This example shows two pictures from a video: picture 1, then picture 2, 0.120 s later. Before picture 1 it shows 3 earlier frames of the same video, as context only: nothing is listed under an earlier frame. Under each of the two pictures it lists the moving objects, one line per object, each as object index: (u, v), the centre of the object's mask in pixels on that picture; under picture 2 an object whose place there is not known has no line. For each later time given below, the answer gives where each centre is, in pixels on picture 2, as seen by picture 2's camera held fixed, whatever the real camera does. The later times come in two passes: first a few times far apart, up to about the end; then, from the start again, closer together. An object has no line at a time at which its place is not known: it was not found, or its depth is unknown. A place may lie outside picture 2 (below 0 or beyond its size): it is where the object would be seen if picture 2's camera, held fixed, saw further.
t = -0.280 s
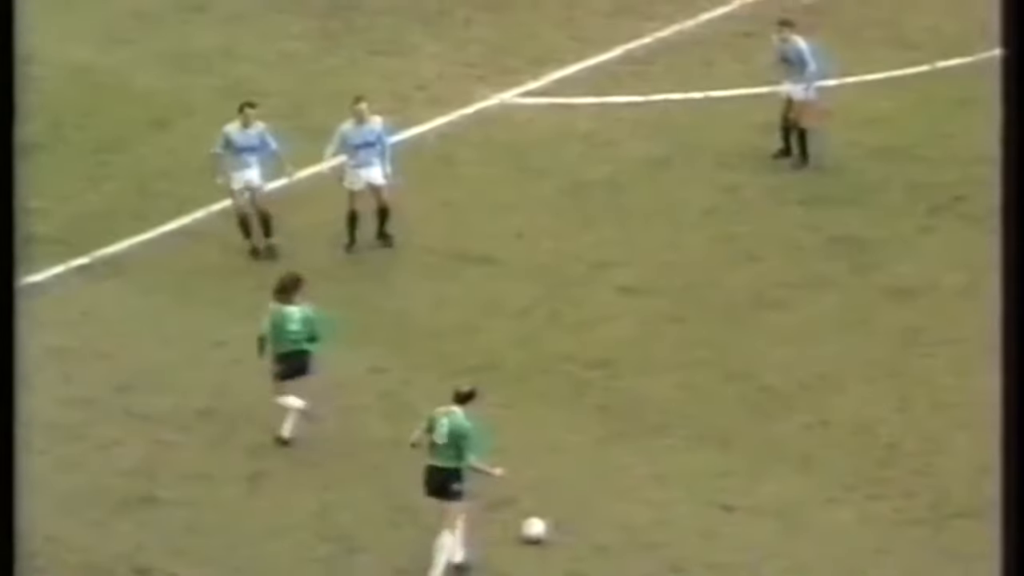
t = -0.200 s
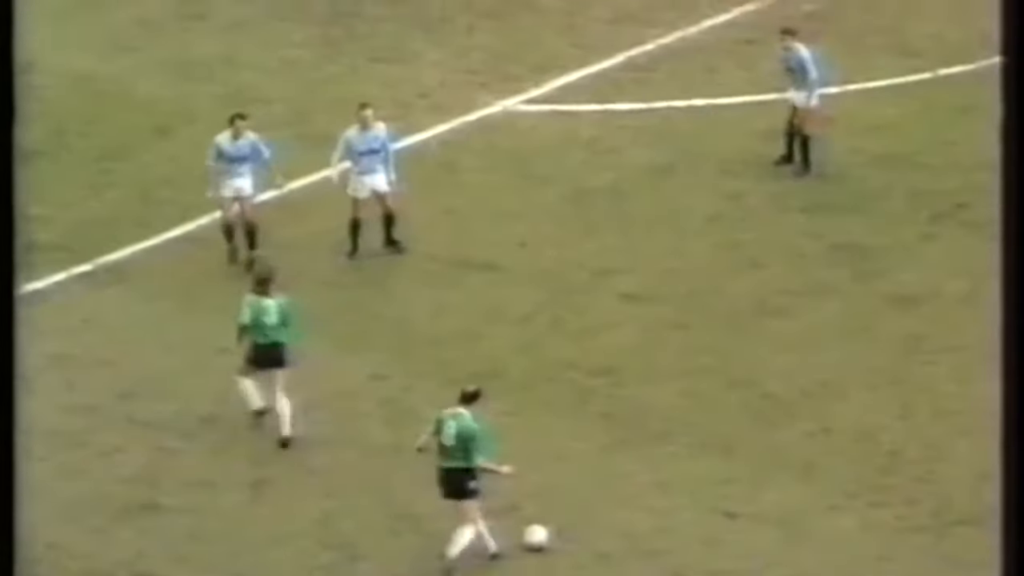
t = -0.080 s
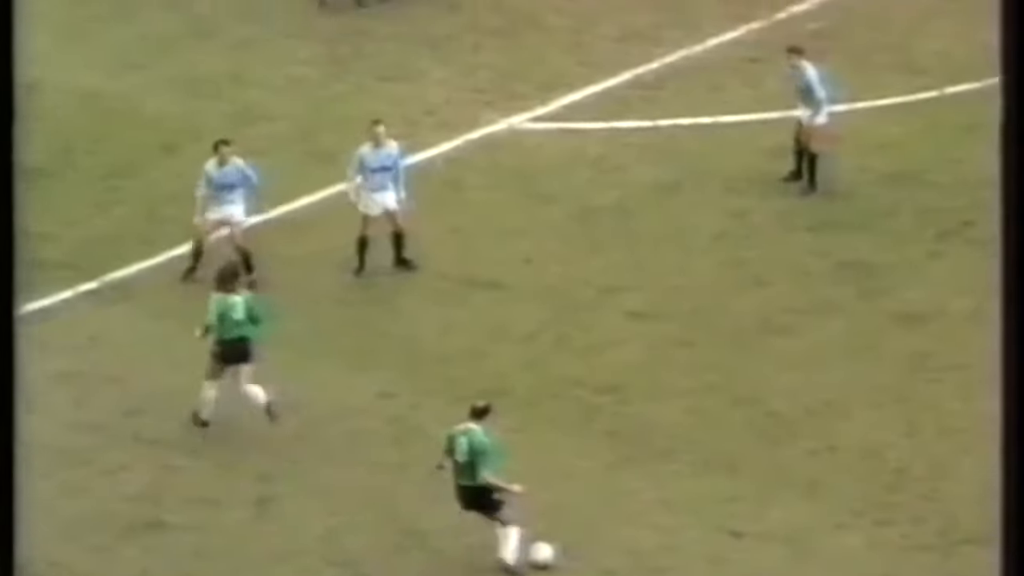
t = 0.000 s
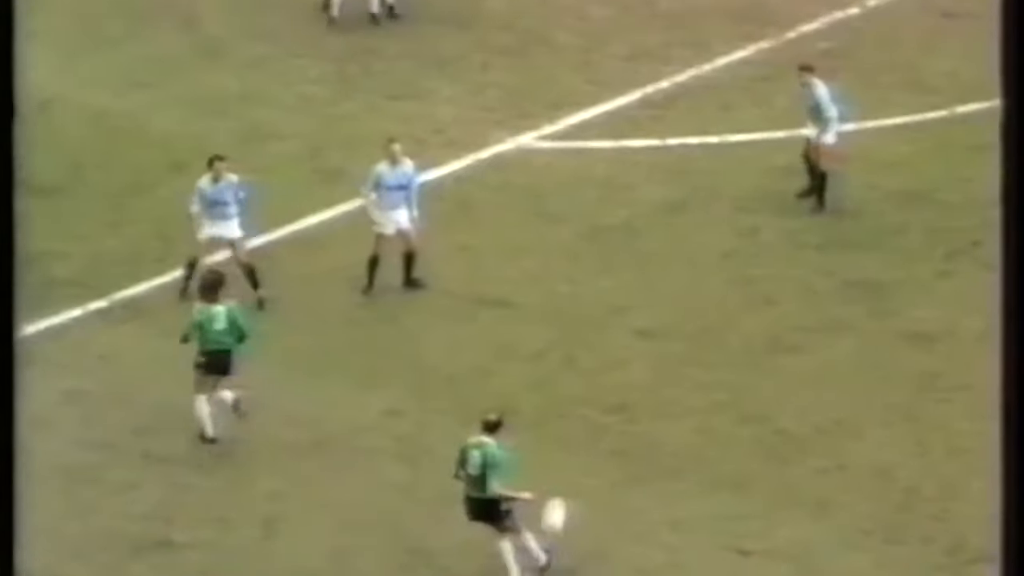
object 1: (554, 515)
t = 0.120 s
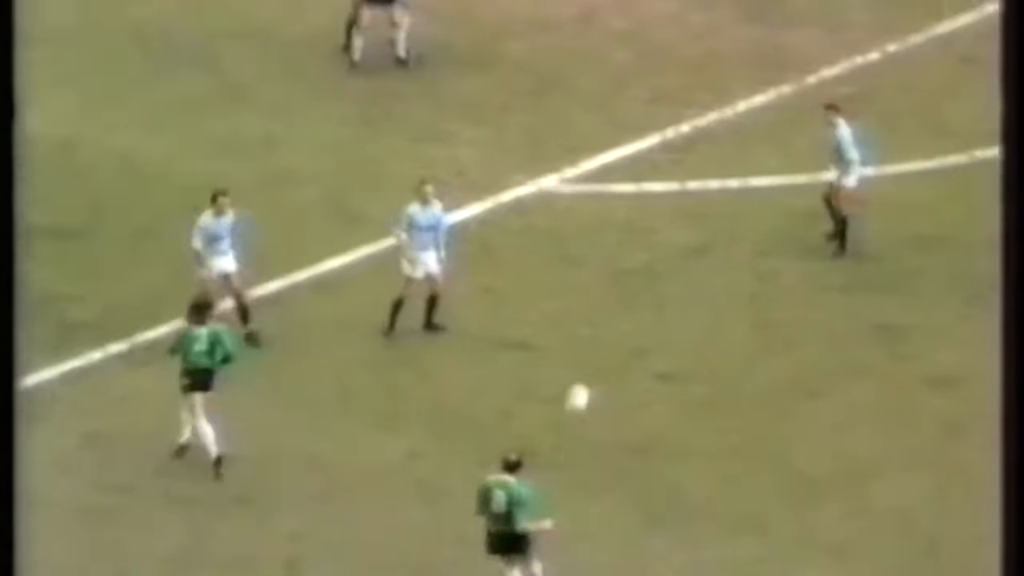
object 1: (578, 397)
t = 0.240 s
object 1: (573, 262)
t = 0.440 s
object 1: (556, 87)
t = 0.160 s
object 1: (577, 350)
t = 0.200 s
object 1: (576, 305)
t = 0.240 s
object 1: (573, 262)
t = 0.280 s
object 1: (572, 224)
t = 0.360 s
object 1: (564, 151)
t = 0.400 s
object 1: (561, 118)
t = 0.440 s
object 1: (556, 87)
